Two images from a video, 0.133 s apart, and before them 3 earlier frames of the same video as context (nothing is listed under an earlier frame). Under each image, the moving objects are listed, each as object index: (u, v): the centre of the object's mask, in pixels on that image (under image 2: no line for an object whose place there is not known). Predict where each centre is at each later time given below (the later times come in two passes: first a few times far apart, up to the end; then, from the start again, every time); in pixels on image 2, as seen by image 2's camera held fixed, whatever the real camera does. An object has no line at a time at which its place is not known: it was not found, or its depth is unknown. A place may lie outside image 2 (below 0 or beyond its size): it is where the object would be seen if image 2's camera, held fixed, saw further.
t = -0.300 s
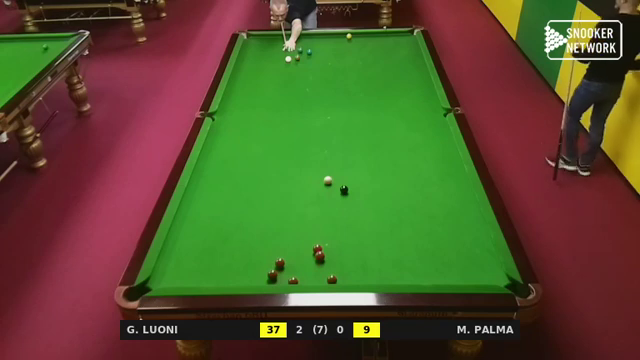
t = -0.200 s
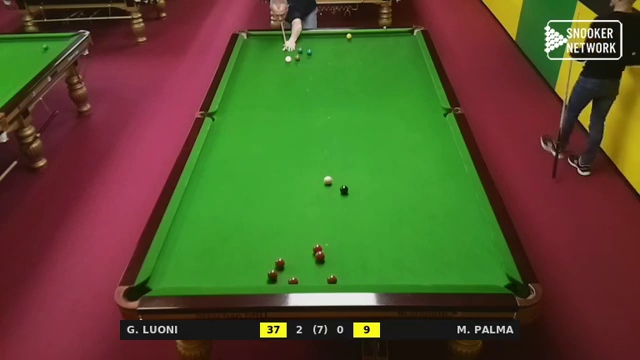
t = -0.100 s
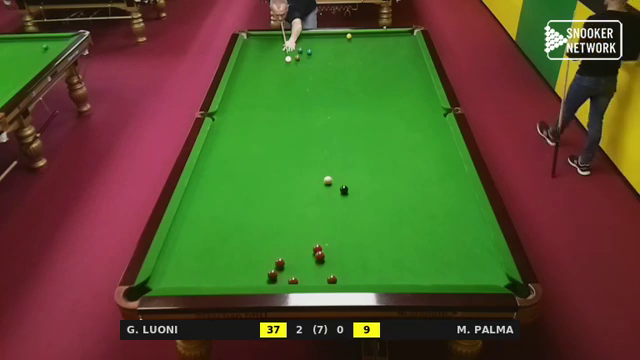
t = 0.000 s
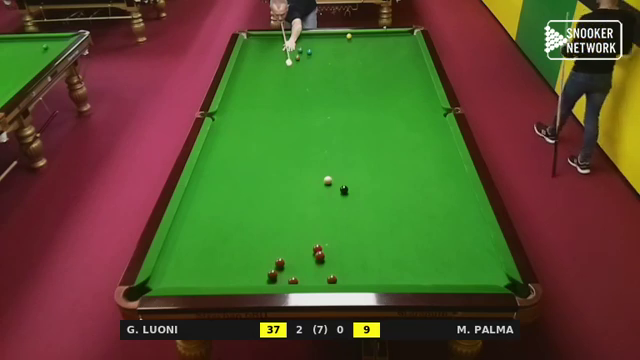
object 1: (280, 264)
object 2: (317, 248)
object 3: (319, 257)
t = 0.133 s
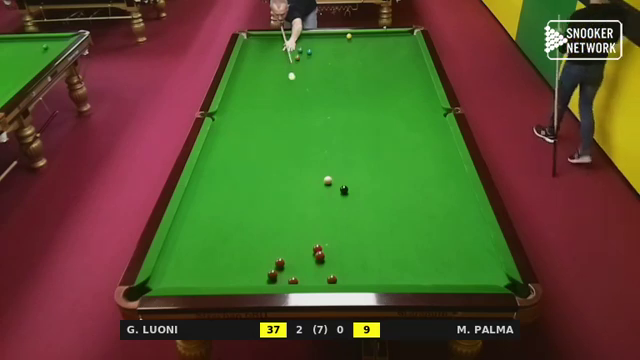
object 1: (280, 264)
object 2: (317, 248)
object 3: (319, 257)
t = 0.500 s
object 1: (280, 264)
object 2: (317, 248)
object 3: (319, 257)
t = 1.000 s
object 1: (280, 264)
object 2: (317, 248)
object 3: (320, 257)
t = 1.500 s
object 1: (267, 269)
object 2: (284, 257)
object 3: (324, 267)
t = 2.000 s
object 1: (235, 282)
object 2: (272, 257)
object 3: (327, 274)
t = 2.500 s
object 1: (218, 277)
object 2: (265, 256)
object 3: (327, 273)
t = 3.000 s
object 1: (205, 272)
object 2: (262, 256)
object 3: (327, 273)
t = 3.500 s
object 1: (196, 268)
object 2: (262, 256)
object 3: (327, 273)
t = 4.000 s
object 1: (191, 267)
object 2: (262, 256)
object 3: (327, 273)
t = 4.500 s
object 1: (190, 267)
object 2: (262, 256)
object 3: (327, 273)
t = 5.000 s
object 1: (190, 267)
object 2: (263, 257)
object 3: (327, 273)
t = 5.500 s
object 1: (190, 267)
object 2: (263, 257)
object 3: (327, 273)
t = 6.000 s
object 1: (190, 267)
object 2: (262, 257)
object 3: (327, 273)
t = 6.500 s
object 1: (190, 267)
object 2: (262, 257)
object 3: (327, 273)
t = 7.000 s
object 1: (190, 267)
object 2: (263, 257)
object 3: (327, 273)
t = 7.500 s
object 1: (190, 267)
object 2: (263, 257)
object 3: (327, 273)
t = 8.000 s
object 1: (190, 267)
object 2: (263, 257)
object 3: (327, 273)
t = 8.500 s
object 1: (190, 267)
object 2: (263, 257)
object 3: (327, 273)
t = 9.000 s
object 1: (190, 267)
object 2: (262, 257)
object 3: (327, 273)
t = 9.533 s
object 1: (190, 267)
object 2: (263, 257)
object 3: (327, 273)
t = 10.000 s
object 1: (190, 267)
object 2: (263, 257)
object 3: (327, 273)
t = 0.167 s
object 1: (280, 264)
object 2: (317, 248)
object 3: (319, 257)
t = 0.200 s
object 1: (280, 264)
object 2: (317, 248)
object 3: (319, 257)
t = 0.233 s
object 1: (280, 264)
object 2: (317, 248)
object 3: (319, 257)
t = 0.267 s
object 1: (280, 264)
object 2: (317, 248)
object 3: (319, 257)
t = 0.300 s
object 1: (280, 264)
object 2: (317, 248)
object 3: (319, 257)
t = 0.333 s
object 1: (280, 264)
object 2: (317, 248)
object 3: (319, 257)
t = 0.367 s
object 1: (280, 264)
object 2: (317, 248)
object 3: (319, 257)
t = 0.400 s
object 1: (280, 264)
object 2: (317, 248)
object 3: (319, 257)
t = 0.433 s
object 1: (280, 264)
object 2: (317, 248)
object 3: (320, 257)
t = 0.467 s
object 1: (280, 264)
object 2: (317, 248)
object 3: (319, 257)
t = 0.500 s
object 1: (280, 264)
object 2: (317, 248)
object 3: (319, 257)
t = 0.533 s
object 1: (280, 264)
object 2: (317, 248)
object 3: (319, 257)
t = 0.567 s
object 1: (280, 264)
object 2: (317, 248)
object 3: (319, 257)
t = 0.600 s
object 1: (280, 264)
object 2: (317, 248)
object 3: (319, 257)
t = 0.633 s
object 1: (280, 264)
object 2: (317, 248)
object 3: (319, 257)
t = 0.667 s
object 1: (280, 264)
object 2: (317, 248)
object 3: (319, 257)
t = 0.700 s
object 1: (280, 264)
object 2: (317, 248)
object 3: (319, 257)
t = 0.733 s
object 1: (280, 264)
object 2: (317, 248)
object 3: (319, 257)
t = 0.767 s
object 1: (280, 264)
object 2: (317, 248)
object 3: (319, 257)
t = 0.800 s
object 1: (280, 264)
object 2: (317, 248)
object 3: (319, 257)
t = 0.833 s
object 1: (280, 264)
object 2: (317, 248)
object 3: (319, 257)
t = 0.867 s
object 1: (280, 264)
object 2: (317, 248)
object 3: (320, 257)
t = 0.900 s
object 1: (280, 264)
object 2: (317, 248)
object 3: (320, 257)
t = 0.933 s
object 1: (280, 264)
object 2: (317, 248)
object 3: (319, 257)
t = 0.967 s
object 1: (280, 264)
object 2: (317, 248)
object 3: (319, 257)
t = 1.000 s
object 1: (280, 264)
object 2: (317, 248)
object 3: (320, 257)
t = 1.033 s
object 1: (280, 264)
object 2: (317, 248)
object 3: (319, 257)
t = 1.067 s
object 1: (280, 264)
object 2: (317, 248)
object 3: (319, 257)
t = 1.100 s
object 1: (280, 264)
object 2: (317, 248)
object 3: (319, 257)
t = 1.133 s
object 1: (280, 264)
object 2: (312, 250)
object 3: (320, 258)
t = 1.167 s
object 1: (280, 264)
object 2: (308, 251)
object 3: (320, 258)
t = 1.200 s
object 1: (280, 264)
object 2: (303, 253)
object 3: (321, 259)
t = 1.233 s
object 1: (280, 264)
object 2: (299, 254)
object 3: (321, 260)
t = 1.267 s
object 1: (280, 264)
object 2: (295, 256)
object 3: (322, 261)
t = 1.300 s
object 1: (280, 264)
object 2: (292, 257)
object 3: (322, 262)
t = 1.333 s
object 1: (280, 264)
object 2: (289, 258)
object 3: (323, 263)
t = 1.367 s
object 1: (276, 265)
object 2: (288, 258)
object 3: (323, 264)
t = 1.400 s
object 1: (274, 265)
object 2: (287, 258)
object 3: (323, 264)
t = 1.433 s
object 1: (271, 266)
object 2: (286, 257)
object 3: (324, 265)
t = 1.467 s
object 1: (269, 267)
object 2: (285, 258)
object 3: (324, 266)
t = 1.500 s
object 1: (267, 269)
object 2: (284, 257)
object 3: (324, 267)
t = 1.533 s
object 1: (264, 270)
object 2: (283, 257)
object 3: (325, 267)
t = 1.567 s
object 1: (263, 271)
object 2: (282, 257)
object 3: (325, 268)
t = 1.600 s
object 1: (260, 272)
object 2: (281, 257)
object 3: (325, 269)
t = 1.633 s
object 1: (258, 274)
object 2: (280, 257)
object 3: (326, 270)
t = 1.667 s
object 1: (256, 275)
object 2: (280, 257)
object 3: (326, 270)
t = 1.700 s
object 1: (254, 276)
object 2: (279, 257)
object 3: (326, 271)
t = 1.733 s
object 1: (252, 276)
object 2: (278, 257)
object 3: (327, 271)
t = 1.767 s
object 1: (249, 277)
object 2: (277, 257)
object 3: (327, 272)
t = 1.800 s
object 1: (248, 278)
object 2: (276, 257)
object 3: (327, 272)
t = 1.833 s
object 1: (245, 279)
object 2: (275, 257)
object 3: (327, 273)
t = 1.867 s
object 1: (243, 280)
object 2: (275, 257)
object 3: (327, 273)
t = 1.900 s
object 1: (241, 280)
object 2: (274, 257)
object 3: (327, 273)
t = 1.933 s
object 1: (239, 281)
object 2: (273, 257)
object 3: (327, 273)
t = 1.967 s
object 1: (237, 281)
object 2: (272, 257)
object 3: (327, 274)
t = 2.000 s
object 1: (235, 282)
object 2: (272, 257)
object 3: (327, 274)
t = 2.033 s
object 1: (234, 282)
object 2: (271, 257)
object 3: (327, 274)
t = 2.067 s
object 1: (233, 281)
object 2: (271, 257)
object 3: (327, 274)
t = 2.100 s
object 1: (231, 281)
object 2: (270, 257)
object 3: (327, 274)
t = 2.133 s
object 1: (230, 281)
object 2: (270, 257)
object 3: (328, 273)
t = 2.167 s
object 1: (229, 281)
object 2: (269, 257)
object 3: (328, 273)
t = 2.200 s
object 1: (228, 280)
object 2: (269, 257)
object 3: (328, 273)
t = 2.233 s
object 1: (227, 280)
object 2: (268, 257)
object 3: (327, 273)
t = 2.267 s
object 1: (225, 280)
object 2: (267, 256)
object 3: (327, 273)
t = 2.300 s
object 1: (224, 280)
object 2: (267, 256)
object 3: (327, 273)
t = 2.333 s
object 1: (223, 279)
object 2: (267, 256)
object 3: (327, 273)
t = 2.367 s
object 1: (222, 279)
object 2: (266, 256)
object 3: (327, 273)
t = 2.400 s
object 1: (221, 278)
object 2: (266, 256)
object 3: (327, 273)
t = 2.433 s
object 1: (220, 278)
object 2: (265, 256)
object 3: (327, 273)
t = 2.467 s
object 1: (219, 278)
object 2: (265, 256)
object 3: (327, 273)
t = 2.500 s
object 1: (218, 277)
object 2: (265, 256)
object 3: (327, 273)
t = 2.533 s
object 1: (217, 276)
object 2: (264, 256)
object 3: (327, 273)
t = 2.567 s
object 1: (216, 276)
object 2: (264, 256)
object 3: (327, 273)
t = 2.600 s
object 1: (215, 276)
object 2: (264, 257)
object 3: (327, 273)
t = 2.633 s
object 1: (214, 276)
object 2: (263, 256)
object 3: (327, 273)
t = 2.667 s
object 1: (213, 275)
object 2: (263, 256)
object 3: (327, 273)
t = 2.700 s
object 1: (212, 275)
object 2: (263, 256)
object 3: (327, 273)
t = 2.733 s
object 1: (211, 274)
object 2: (263, 256)
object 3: (327, 273)
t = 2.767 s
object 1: (210, 274)
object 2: (263, 256)
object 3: (327, 273)
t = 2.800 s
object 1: (210, 273)
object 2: (262, 256)
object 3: (327, 273)
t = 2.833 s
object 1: (209, 273)
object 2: (262, 256)
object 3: (327, 273)
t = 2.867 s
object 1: (208, 273)
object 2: (262, 256)
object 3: (327, 273)
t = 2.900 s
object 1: (207, 273)
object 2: (262, 256)
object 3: (327, 273)
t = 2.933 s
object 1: (206, 272)
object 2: (262, 256)
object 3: (327, 273)
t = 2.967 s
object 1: (206, 272)
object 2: (262, 256)
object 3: (327, 273)
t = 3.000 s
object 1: (205, 272)
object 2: (262, 256)
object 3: (327, 273)
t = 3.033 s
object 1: (204, 271)
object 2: (262, 256)
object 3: (327, 273)
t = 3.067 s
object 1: (203, 271)
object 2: (262, 256)
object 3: (327, 273)
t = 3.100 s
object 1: (203, 271)
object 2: (262, 256)
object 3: (327, 273)
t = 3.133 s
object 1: (202, 271)
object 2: (262, 256)
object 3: (327, 273)
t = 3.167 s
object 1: (201, 271)
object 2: (262, 256)
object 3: (327, 273)
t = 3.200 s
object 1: (200, 270)
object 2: (262, 256)
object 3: (327, 273)
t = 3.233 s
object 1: (200, 270)
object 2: (262, 256)
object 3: (327, 273)
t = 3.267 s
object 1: (199, 270)
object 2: (262, 256)
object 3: (327, 273)
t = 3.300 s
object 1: (199, 270)
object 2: (262, 256)
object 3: (327, 273)
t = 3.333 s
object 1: (198, 269)
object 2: (262, 256)
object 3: (327, 273)
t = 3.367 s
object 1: (198, 269)
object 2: (262, 256)
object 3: (327, 273)
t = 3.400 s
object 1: (197, 269)
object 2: (262, 256)
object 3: (327, 273)
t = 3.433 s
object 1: (197, 269)
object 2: (262, 256)
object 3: (327, 273)
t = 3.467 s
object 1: (196, 269)
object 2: (262, 256)
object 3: (327, 273)
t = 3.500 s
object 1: (196, 268)
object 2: (262, 256)
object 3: (327, 273)
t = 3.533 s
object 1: (195, 269)
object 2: (262, 256)
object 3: (327, 273)
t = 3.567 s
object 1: (195, 268)
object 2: (262, 256)
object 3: (327, 273)
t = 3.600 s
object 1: (194, 268)
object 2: (262, 256)
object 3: (327, 273)
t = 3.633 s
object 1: (194, 268)
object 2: (262, 256)
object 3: (327, 273)
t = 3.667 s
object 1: (194, 268)
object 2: (262, 256)
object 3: (327, 273)
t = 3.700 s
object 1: (193, 268)
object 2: (262, 256)
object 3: (327, 273)
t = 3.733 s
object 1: (193, 268)
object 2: (262, 256)
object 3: (327, 273)
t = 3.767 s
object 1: (193, 268)
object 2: (262, 256)
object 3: (327, 273)
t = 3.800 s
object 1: (192, 268)
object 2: (262, 256)
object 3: (327, 273)
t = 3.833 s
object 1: (192, 268)
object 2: (262, 256)
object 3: (327, 273)
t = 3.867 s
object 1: (192, 268)
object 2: (262, 256)
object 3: (327, 273)
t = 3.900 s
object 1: (192, 268)
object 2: (262, 256)
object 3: (327, 273)
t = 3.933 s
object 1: (191, 268)
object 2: (262, 256)
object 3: (327, 273)
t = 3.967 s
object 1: (191, 267)
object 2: (262, 256)
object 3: (327, 273)
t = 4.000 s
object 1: (191, 267)
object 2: (262, 256)
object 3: (327, 273)
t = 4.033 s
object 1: (191, 267)
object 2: (262, 256)
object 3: (327, 273)
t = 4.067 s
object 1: (191, 267)
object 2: (262, 256)
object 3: (327, 273)
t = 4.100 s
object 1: (191, 268)
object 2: (262, 256)
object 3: (327, 273)
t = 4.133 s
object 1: (191, 268)
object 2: (262, 256)
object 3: (327, 273)
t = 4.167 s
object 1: (190, 268)
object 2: (262, 256)
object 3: (327, 273)
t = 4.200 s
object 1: (190, 268)
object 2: (262, 256)
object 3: (327, 273)
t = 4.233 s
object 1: (190, 268)
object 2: (262, 256)
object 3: (327, 273)
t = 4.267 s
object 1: (190, 267)
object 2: (262, 256)
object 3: (327, 273)
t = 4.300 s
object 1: (190, 267)
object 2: (262, 256)
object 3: (327, 273)
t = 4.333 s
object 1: (190, 267)
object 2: (262, 256)
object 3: (327, 273)
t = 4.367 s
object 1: (190, 267)
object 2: (262, 256)
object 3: (327, 273)
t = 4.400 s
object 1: (190, 267)
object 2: (262, 256)
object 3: (327, 273)
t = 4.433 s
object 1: (190, 267)
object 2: (262, 256)
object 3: (327, 273)
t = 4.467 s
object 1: (190, 267)
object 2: (262, 256)
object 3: (327, 273)
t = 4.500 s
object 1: (190, 267)
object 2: (262, 256)
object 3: (327, 273)
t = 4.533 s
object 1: (190, 267)
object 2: (262, 256)
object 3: (327, 273)
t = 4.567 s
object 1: (190, 267)
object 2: (262, 256)
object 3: (327, 273)
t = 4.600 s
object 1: (190, 267)
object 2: (262, 256)
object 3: (327, 273)
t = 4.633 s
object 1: (190, 267)
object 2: (262, 256)
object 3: (327, 273)
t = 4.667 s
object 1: (190, 267)
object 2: (262, 256)
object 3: (327, 273)
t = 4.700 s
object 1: (190, 267)
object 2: (262, 256)
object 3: (327, 273)
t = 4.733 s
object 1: (190, 267)
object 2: (262, 257)
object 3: (327, 274)
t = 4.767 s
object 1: (190, 267)
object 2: (262, 257)
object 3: (327, 274)
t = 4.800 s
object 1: (190, 267)
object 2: (263, 257)
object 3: (327, 274)
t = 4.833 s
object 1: (190, 267)
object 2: (263, 257)
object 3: (327, 274)
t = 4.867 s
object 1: (190, 267)
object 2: (263, 257)
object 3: (327, 274)
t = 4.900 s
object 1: (190, 267)
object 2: (263, 257)
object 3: (327, 274)
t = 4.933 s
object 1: (190, 267)
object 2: (263, 257)
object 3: (327, 274)
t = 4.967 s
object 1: (190, 267)
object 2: (263, 257)
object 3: (327, 273)
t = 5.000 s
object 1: (190, 267)
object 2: (263, 257)
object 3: (327, 273)
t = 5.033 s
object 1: (190, 267)
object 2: (263, 257)
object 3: (327, 273)
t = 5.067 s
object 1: (190, 267)
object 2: (263, 257)
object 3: (327, 273)
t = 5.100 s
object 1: (190, 267)
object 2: (263, 257)
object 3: (327, 273)
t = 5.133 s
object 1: (190, 267)
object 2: (263, 257)
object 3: (327, 273)
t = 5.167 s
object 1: (190, 267)
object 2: (263, 257)
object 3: (327, 273)
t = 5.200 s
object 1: (190, 267)
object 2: (263, 257)
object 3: (327, 273)
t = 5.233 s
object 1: (190, 267)
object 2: (263, 257)
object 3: (327, 273)
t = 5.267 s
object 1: (190, 267)
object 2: (263, 257)
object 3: (327, 273)
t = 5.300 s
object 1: (190, 267)
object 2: (263, 257)
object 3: (327, 273)
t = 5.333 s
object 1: (190, 267)
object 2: (263, 257)
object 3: (327, 273)
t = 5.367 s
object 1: (190, 267)
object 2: (263, 257)
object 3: (327, 273)
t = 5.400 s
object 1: (190, 267)
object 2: (263, 257)
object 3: (327, 273)
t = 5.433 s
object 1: (190, 267)
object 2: (263, 257)
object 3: (327, 273)
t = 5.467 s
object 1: (190, 267)
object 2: (263, 257)
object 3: (327, 273)
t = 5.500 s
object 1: (190, 267)
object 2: (263, 257)
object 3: (327, 273)
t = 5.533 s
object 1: (190, 267)
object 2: (262, 257)
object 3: (327, 273)
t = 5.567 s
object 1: (190, 267)
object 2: (263, 257)
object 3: (327, 273)
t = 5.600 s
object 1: (190, 267)
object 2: (263, 257)
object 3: (327, 273)
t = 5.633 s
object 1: (190, 267)
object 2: (263, 257)
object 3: (327, 273)
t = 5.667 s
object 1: (190, 267)
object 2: (262, 257)
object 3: (327, 273)
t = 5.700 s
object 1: (190, 267)
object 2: (263, 257)
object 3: (327, 273)
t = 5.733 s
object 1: (190, 267)
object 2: (263, 257)
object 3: (327, 273)
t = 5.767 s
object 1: (190, 267)
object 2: (262, 257)
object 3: (327, 273)
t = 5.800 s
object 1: (190, 267)
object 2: (262, 257)
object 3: (327, 273)
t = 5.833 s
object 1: (190, 267)
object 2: (263, 257)
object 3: (327, 273)
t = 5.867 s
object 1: (190, 267)
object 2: (263, 257)
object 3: (327, 273)
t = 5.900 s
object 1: (190, 267)
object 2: (263, 257)
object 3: (327, 273)
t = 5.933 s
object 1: (190, 267)
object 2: (262, 257)
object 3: (327, 273)
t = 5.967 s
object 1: (190, 267)
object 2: (262, 257)
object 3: (327, 273)
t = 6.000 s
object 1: (190, 267)
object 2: (262, 257)
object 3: (327, 273)
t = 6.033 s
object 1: (190, 267)
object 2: (262, 257)
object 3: (327, 273)
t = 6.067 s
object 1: (190, 267)
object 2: (262, 257)
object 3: (327, 273)
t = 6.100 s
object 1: (190, 267)
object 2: (262, 257)
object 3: (327, 273)
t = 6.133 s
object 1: (190, 267)
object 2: (262, 257)
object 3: (327, 273)
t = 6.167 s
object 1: (190, 267)
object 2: (262, 257)
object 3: (327, 273)
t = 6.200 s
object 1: (190, 267)
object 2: (262, 257)
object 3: (327, 273)
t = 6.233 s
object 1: (190, 267)
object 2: (262, 257)
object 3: (327, 273)
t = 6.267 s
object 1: (190, 267)
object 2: (262, 257)
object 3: (327, 273)
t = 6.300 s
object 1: (190, 267)
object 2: (262, 257)
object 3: (327, 273)
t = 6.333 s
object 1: (190, 267)
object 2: (262, 257)
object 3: (327, 273)
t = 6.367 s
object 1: (190, 267)
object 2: (262, 257)
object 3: (327, 273)
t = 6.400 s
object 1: (190, 267)
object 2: (262, 257)
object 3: (327, 273)
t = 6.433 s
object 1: (190, 267)
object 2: (262, 257)
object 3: (327, 273)
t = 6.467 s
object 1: (190, 267)
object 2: (262, 257)
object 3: (327, 273)
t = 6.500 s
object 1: (190, 267)
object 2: (262, 257)
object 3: (327, 273)
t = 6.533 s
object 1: (190, 267)
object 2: (262, 257)
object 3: (327, 273)
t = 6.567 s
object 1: (190, 267)
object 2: (262, 257)
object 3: (327, 273)
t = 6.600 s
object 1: (190, 267)
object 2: (262, 257)
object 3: (327, 273)
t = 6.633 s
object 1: (190, 267)
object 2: (262, 257)
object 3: (327, 273)
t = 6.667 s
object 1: (190, 267)
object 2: (262, 257)
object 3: (327, 273)
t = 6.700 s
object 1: (190, 267)
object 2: (262, 257)
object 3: (327, 273)
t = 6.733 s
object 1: (190, 267)
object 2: (262, 257)
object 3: (327, 273)
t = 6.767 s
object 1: (190, 267)
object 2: (262, 257)
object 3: (327, 273)
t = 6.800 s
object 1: (190, 267)
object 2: (263, 257)
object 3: (327, 273)
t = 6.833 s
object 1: (190, 267)
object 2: (262, 257)
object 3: (327, 273)
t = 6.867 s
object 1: (190, 267)
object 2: (263, 257)
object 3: (327, 273)
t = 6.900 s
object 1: (190, 267)
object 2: (263, 257)
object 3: (327, 273)
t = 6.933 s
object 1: (190, 267)
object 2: (263, 257)
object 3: (327, 273)
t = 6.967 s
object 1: (190, 267)
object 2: (262, 257)
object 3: (327, 273)
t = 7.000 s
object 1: (190, 267)
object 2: (263, 257)
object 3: (327, 273)
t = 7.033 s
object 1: (190, 267)
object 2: (262, 257)
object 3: (327, 273)
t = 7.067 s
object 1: (190, 267)
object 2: (262, 257)
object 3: (327, 273)
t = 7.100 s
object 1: (190, 267)
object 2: (263, 257)
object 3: (327, 273)
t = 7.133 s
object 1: (190, 267)
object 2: (263, 257)
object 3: (327, 273)
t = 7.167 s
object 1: (190, 267)
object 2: (263, 257)
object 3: (327, 273)
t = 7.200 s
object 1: (190, 267)
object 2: (262, 257)
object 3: (327, 273)
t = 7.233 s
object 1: (190, 267)
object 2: (263, 257)
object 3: (327, 273)
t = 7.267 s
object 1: (190, 267)
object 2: (262, 257)
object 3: (327, 273)
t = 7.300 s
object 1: (190, 267)
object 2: (262, 257)
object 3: (327, 273)
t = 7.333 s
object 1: (190, 267)
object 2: (262, 257)
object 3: (327, 273)
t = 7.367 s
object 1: (190, 267)
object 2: (262, 257)
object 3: (327, 273)
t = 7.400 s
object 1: (190, 267)
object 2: (262, 257)
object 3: (327, 273)
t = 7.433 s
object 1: (190, 267)
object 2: (263, 257)
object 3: (327, 273)
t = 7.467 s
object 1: (190, 267)
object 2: (262, 257)
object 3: (327, 273)
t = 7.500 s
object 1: (190, 267)
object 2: (263, 257)
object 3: (327, 273)
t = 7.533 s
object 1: (190, 267)
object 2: (263, 257)
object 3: (327, 273)
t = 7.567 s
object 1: (190, 267)
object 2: (263, 257)
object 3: (327, 273)
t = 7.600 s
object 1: (190, 267)
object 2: (262, 257)
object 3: (327, 273)
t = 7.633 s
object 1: (190, 267)
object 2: (263, 257)
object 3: (327, 273)
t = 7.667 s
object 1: (190, 267)
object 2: (263, 257)
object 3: (327, 273)
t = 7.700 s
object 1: (190, 267)
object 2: (263, 257)
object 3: (327, 273)
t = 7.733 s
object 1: (190, 267)
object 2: (263, 257)
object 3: (327, 273)
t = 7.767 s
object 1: (190, 267)
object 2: (263, 257)
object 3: (327, 273)
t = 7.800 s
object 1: (190, 267)
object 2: (263, 257)
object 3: (327, 273)
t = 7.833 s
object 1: (190, 267)
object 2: (263, 257)
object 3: (327, 273)
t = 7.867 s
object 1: (190, 267)
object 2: (263, 257)
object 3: (327, 273)
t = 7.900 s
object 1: (190, 267)
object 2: (263, 257)
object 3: (327, 273)
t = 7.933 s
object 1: (190, 267)
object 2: (262, 257)
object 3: (327, 273)
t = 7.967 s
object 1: (190, 267)
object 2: (262, 257)
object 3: (327, 273)
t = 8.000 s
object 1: (190, 267)
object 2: (263, 257)
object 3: (327, 273)
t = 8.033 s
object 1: (190, 267)
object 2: (262, 257)
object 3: (327, 273)
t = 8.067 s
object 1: (190, 267)
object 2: (263, 257)
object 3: (327, 273)
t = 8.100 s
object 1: (190, 267)
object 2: (262, 257)
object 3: (327, 273)
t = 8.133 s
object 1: (190, 267)
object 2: (262, 257)
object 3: (327, 273)
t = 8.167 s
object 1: (190, 267)
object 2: (263, 257)
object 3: (327, 273)
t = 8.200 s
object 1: (190, 267)
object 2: (263, 257)
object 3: (327, 273)
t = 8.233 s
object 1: (190, 267)
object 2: (263, 257)
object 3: (327, 273)
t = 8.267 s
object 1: (190, 267)
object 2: (262, 257)
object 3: (327, 273)
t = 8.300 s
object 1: (190, 267)
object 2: (262, 257)
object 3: (327, 273)
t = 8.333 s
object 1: (190, 267)
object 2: (263, 257)
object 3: (327, 273)
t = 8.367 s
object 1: (190, 267)
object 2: (262, 257)
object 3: (327, 273)
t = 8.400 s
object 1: (190, 267)
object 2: (262, 257)
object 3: (327, 273)
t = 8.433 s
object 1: (190, 267)
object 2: (263, 257)
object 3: (327, 273)
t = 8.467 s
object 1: (190, 267)
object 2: (262, 257)
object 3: (327, 273)
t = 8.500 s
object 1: (190, 267)
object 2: (263, 257)
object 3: (327, 273)
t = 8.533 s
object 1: (190, 267)
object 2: (263, 257)
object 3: (327, 273)
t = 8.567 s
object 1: (190, 267)
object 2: (263, 257)
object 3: (327, 273)
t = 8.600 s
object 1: (190, 267)
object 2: (262, 257)
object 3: (327, 273)
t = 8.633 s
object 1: (190, 267)
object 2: (262, 257)
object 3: (327, 273)
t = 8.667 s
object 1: (190, 267)
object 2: (263, 257)
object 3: (327, 273)
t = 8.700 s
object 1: (190, 267)
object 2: (263, 257)
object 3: (327, 273)
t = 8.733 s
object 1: (190, 267)
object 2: (262, 257)
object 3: (327, 273)
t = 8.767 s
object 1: (190, 267)
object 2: (263, 257)
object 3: (327, 273)
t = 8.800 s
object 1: (190, 267)
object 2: (262, 257)
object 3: (327, 273)
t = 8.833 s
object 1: (190, 267)
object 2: (263, 257)
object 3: (327, 273)
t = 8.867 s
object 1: (190, 267)
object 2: (262, 257)
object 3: (327, 273)
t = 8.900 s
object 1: (190, 267)
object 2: (263, 257)
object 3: (327, 273)
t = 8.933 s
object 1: (190, 267)
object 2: (262, 257)
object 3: (327, 273)
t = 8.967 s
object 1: (190, 267)
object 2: (263, 257)
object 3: (327, 273)
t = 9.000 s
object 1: (190, 267)
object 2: (262, 257)
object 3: (327, 273)
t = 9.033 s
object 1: (190, 267)
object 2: (263, 257)
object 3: (327, 273)
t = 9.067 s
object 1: (190, 267)
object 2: (263, 257)
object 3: (327, 273)
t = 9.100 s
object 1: (190, 267)
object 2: (263, 257)
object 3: (327, 273)
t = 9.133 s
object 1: (190, 267)
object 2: (262, 257)
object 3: (327, 273)
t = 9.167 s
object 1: (190, 267)
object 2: (263, 257)
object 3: (327, 273)
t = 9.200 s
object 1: (190, 267)
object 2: (263, 257)
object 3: (327, 273)
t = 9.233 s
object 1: (190, 267)
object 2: (262, 257)
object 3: (327, 273)
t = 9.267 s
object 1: (190, 267)
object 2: (263, 257)
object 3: (327, 273)
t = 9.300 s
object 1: (190, 267)
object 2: (263, 257)
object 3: (327, 273)
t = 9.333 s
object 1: (190, 267)
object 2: (263, 257)
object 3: (327, 273)
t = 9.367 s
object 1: (190, 267)
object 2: (263, 257)
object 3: (327, 273)
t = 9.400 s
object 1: (190, 267)
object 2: (263, 257)
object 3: (327, 273)
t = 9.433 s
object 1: (190, 267)
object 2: (263, 257)
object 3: (327, 273)
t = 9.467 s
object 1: (190, 267)
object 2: (263, 257)
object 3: (327, 273)
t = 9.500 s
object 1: (190, 267)
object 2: (263, 257)
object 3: (327, 273)
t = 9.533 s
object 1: (190, 267)
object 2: (263, 257)
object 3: (327, 273)
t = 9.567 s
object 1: (190, 267)
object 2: (263, 257)
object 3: (327, 273)
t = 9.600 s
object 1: (190, 267)
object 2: (263, 257)
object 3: (327, 273)
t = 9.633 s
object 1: (190, 267)
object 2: (263, 257)
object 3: (327, 273)
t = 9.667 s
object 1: (190, 267)
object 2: (263, 257)
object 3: (327, 273)
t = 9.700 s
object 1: (190, 267)
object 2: (263, 257)
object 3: (327, 273)
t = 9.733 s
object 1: (190, 267)
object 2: (263, 257)
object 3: (327, 273)
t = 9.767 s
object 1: (190, 267)
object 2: (263, 257)
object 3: (327, 273)
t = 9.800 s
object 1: (190, 267)
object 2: (263, 257)
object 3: (327, 273)
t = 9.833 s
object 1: (190, 267)
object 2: (263, 257)
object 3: (327, 273)
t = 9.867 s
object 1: (190, 267)
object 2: (263, 257)
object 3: (327, 273)
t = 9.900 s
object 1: (190, 267)
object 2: (263, 257)
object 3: (327, 273)
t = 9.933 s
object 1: (190, 267)
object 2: (263, 257)
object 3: (327, 273)
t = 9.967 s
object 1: (190, 267)
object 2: (263, 257)
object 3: (327, 273)
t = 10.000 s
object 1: (190, 267)
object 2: (263, 257)
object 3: (327, 273)
